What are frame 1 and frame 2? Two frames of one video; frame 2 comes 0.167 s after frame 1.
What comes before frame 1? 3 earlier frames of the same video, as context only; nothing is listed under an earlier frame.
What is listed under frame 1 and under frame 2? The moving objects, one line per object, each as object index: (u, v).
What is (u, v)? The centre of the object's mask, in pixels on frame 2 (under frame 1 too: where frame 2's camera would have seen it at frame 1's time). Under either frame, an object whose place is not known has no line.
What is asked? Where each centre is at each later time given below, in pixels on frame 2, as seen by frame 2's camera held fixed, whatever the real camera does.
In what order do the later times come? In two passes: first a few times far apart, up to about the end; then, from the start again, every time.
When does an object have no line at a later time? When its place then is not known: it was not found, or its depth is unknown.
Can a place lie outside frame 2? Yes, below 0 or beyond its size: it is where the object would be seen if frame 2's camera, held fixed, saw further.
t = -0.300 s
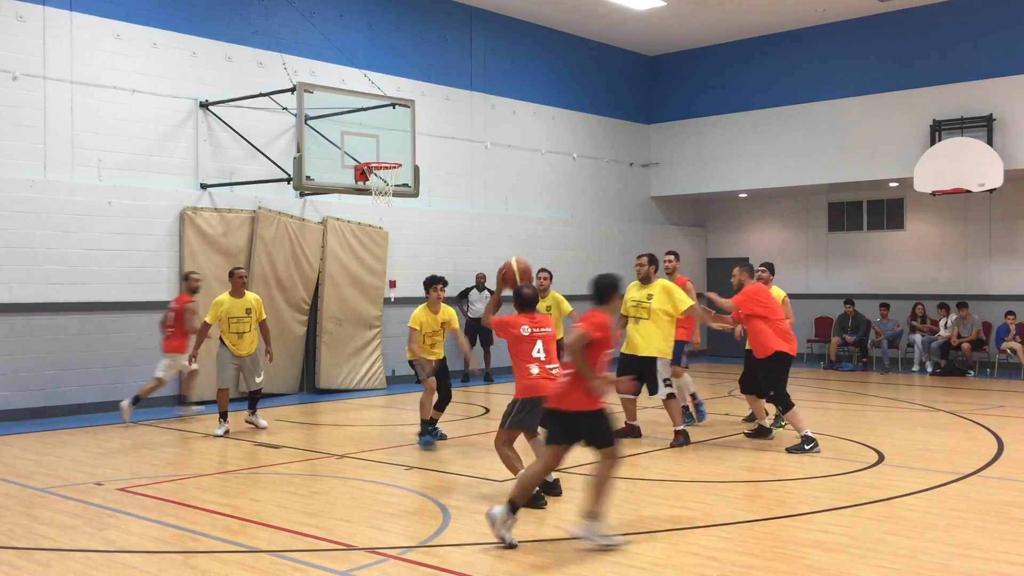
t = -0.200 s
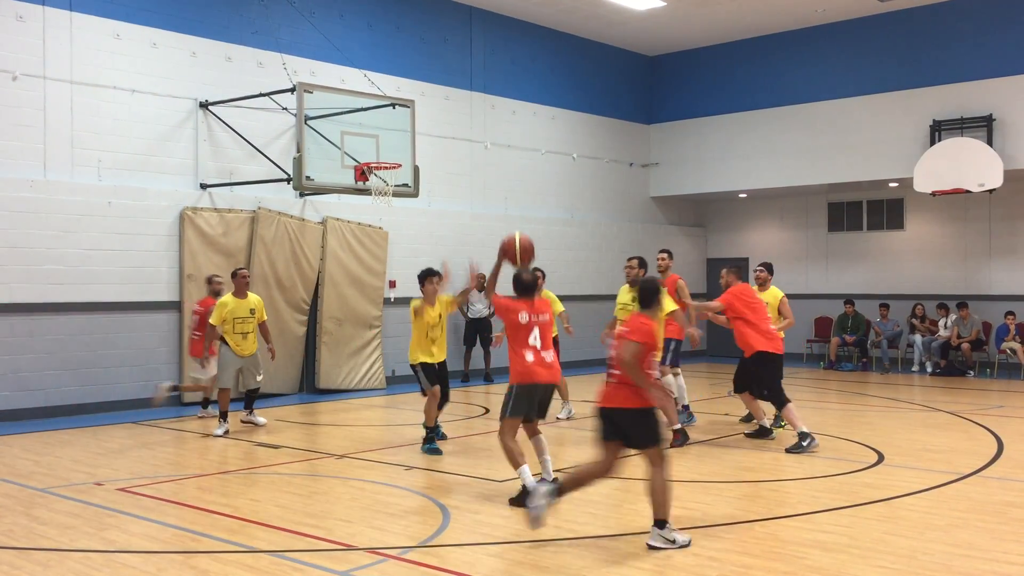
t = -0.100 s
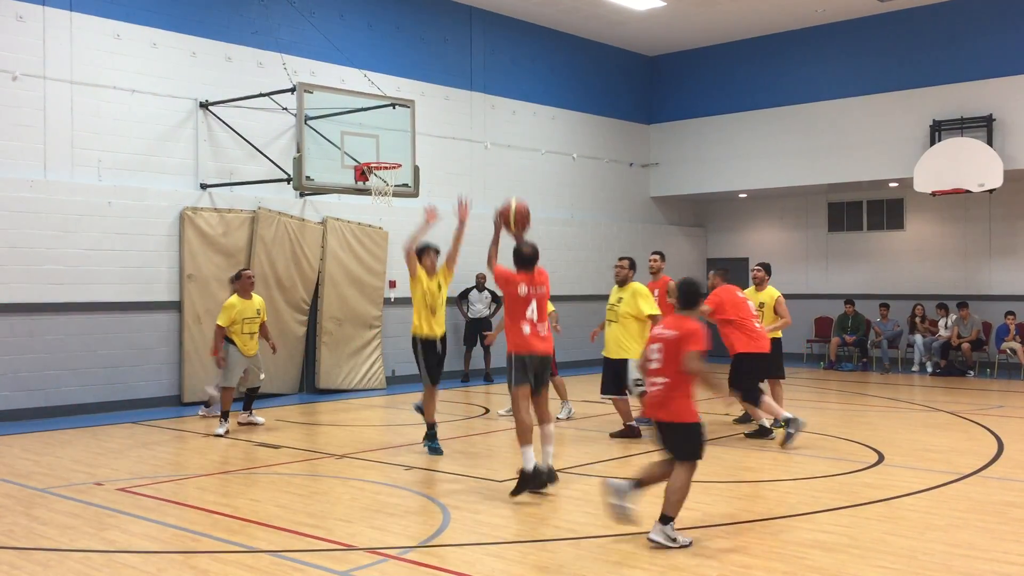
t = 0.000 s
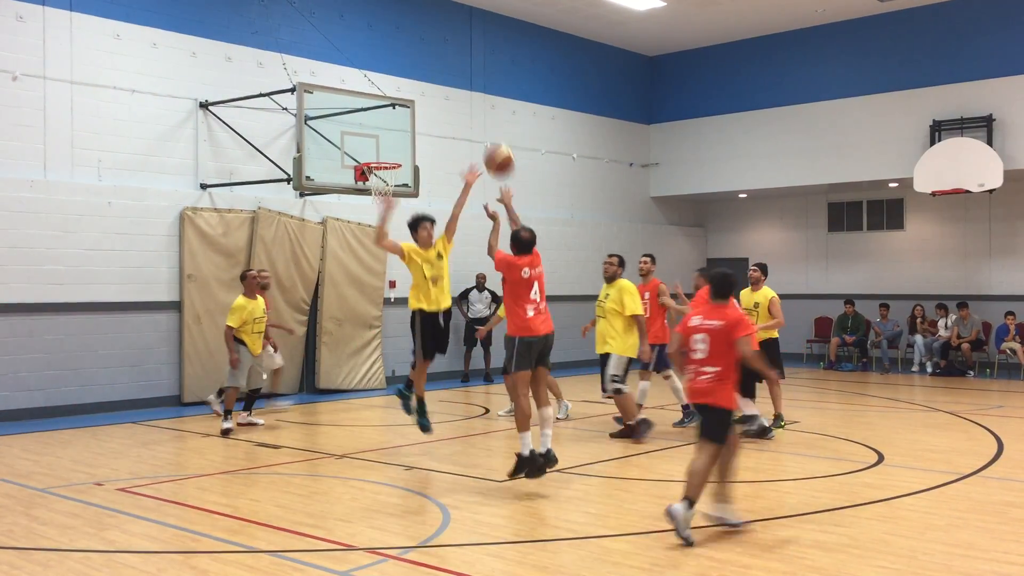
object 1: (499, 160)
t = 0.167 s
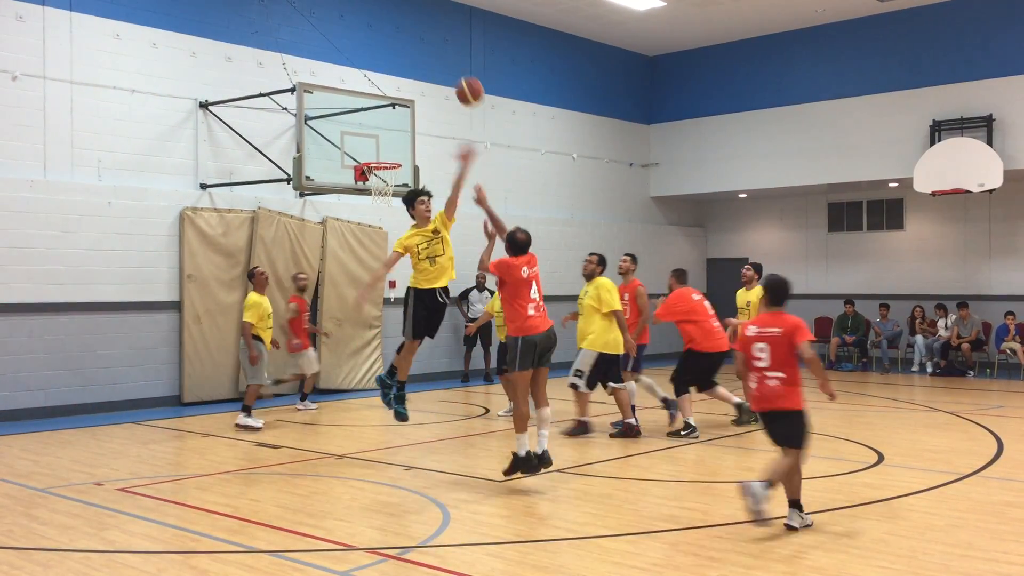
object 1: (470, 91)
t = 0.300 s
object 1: (450, 65)
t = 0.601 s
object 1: (415, 77)
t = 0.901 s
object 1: (389, 156)
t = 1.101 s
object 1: (366, 208)
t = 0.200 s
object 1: (465, 83)
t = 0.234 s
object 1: (460, 76)
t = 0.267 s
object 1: (454, 70)
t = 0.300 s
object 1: (450, 65)
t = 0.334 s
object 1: (445, 62)
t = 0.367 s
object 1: (441, 60)
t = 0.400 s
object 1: (437, 60)
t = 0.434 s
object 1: (433, 60)
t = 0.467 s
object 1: (429, 62)
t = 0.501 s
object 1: (425, 64)
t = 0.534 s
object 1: (422, 67)
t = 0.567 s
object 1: (419, 72)
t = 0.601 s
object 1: (415, 77)
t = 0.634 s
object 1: (411, 83)
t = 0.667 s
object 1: (409, 90)
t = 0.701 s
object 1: (406, 98)
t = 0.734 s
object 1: (403, 106)
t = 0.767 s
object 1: (400, 114)
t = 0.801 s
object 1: (397, 125)
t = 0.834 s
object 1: (394, 135)
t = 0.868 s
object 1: (391, 146)
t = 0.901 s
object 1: (389, 156)
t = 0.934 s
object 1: (386, 169)
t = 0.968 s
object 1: (382, 178)
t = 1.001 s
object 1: (378, 186)
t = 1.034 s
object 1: (375, 188)
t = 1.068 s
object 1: (370, 200)
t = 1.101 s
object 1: (366, 208)
